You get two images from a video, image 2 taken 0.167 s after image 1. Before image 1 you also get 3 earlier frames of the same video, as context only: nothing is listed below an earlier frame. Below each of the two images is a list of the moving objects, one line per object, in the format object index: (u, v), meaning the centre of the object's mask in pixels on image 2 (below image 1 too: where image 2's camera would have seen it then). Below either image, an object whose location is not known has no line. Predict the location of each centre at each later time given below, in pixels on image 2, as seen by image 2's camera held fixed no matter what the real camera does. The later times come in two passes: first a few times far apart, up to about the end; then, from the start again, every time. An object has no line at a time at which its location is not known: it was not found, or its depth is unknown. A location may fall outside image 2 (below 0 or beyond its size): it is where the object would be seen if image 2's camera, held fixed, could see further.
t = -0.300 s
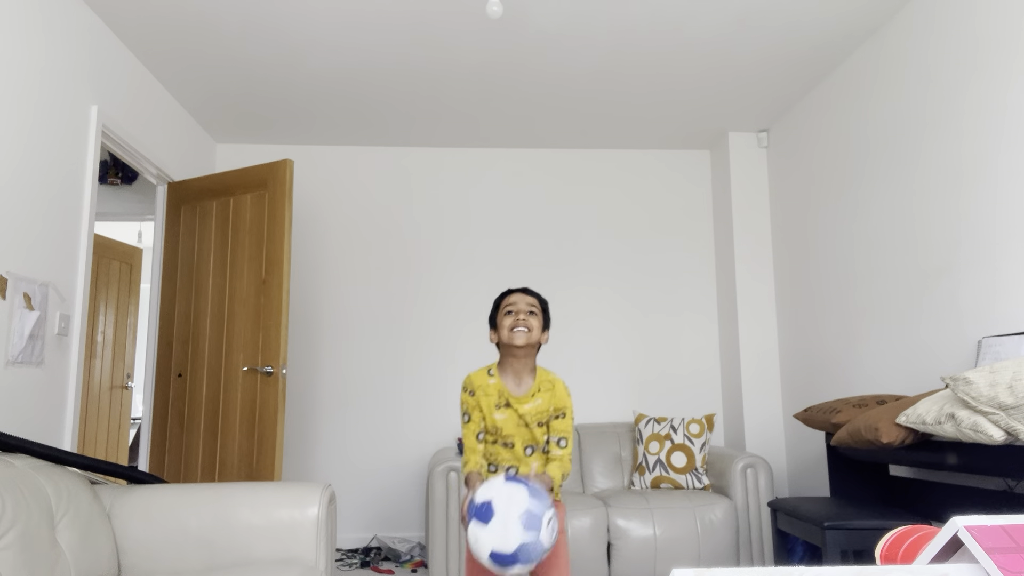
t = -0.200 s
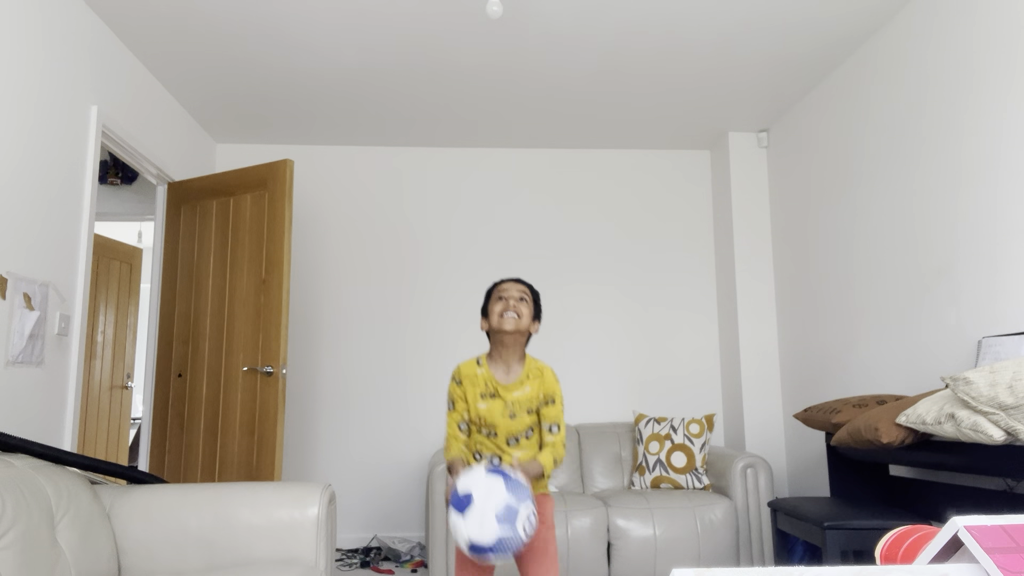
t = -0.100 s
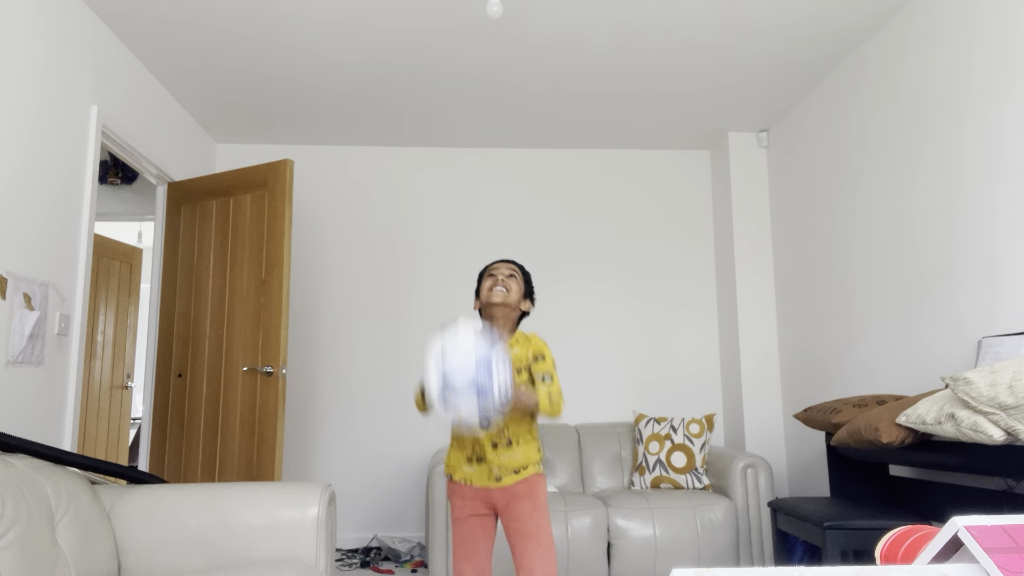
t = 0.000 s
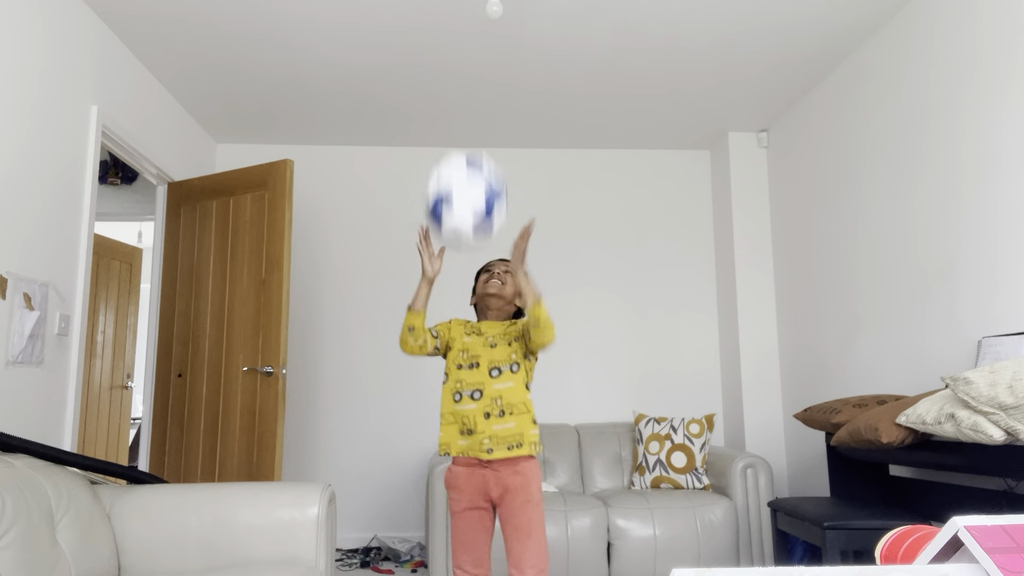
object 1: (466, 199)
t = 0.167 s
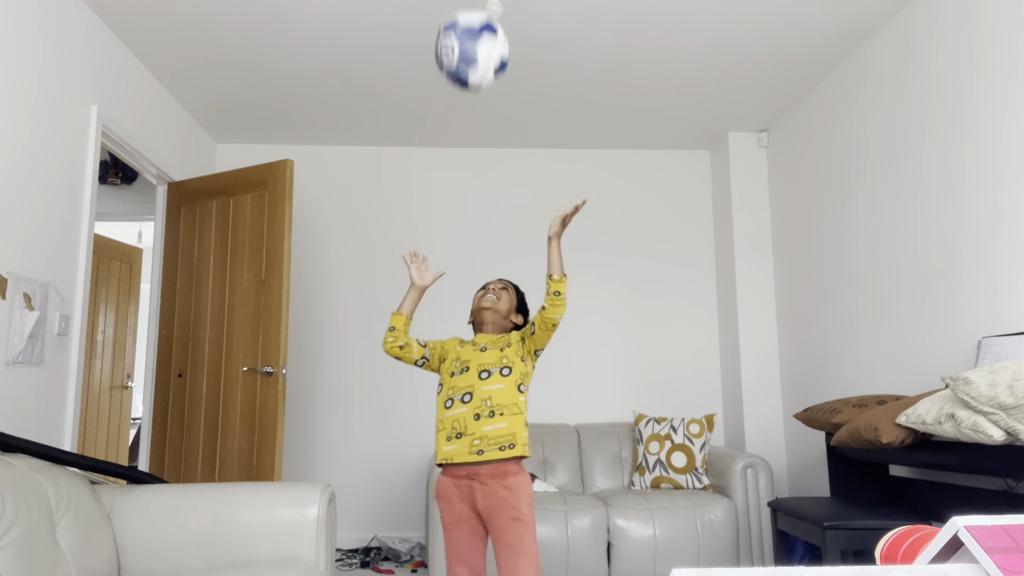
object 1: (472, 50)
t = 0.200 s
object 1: (473, 35)
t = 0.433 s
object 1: (478, 37)
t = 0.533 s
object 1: (481, 82)
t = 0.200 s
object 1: (473, 35)
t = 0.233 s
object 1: (473, 29)
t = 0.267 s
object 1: (474, 25)
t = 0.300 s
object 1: (475, 23)
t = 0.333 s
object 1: (476, 23)
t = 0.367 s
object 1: (476, 25)
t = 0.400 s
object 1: (477, 28)
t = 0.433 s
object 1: (478, 37)
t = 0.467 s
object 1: (478, 49)
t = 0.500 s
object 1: (479, 64)
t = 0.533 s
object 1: (481, 82)
